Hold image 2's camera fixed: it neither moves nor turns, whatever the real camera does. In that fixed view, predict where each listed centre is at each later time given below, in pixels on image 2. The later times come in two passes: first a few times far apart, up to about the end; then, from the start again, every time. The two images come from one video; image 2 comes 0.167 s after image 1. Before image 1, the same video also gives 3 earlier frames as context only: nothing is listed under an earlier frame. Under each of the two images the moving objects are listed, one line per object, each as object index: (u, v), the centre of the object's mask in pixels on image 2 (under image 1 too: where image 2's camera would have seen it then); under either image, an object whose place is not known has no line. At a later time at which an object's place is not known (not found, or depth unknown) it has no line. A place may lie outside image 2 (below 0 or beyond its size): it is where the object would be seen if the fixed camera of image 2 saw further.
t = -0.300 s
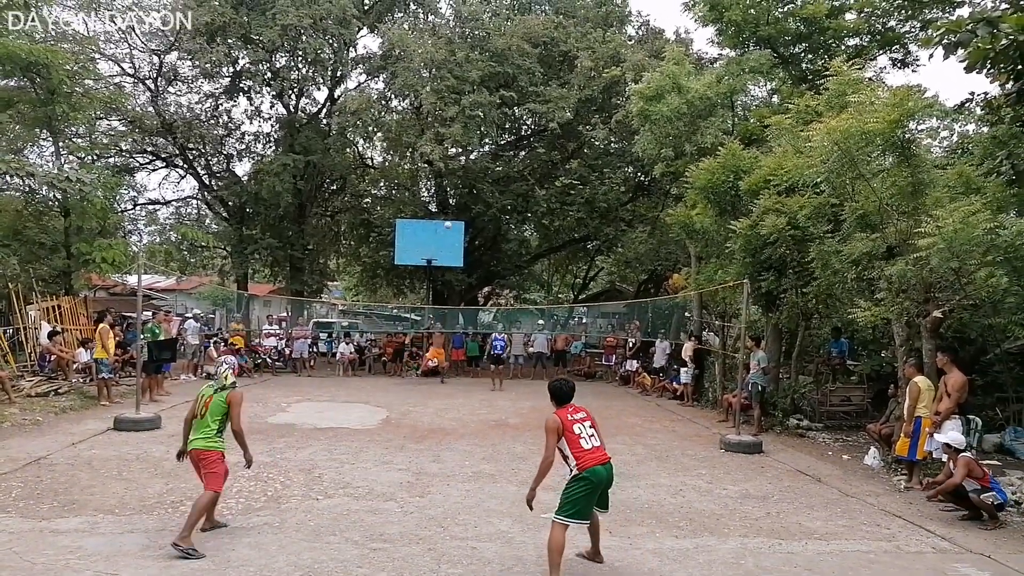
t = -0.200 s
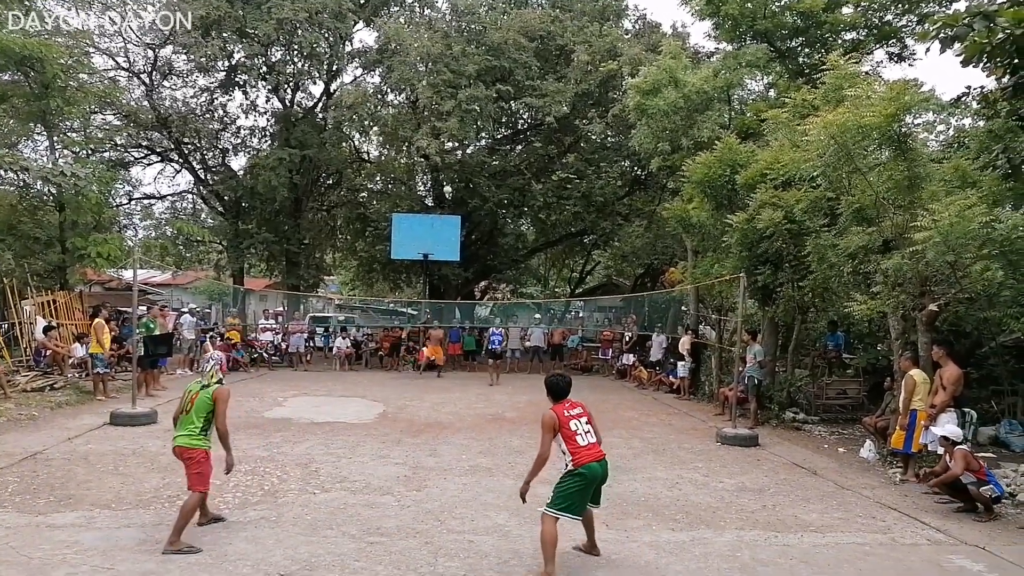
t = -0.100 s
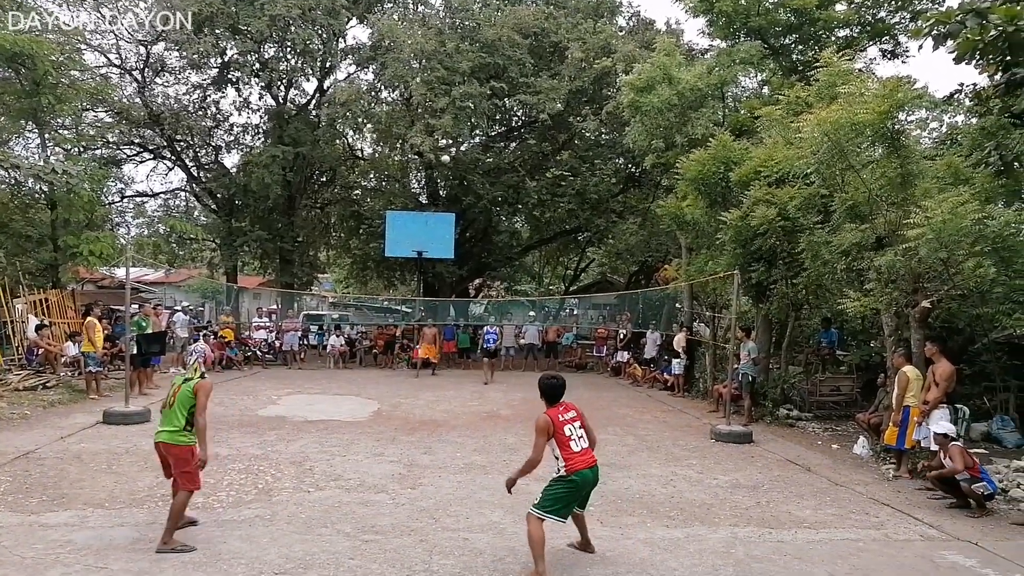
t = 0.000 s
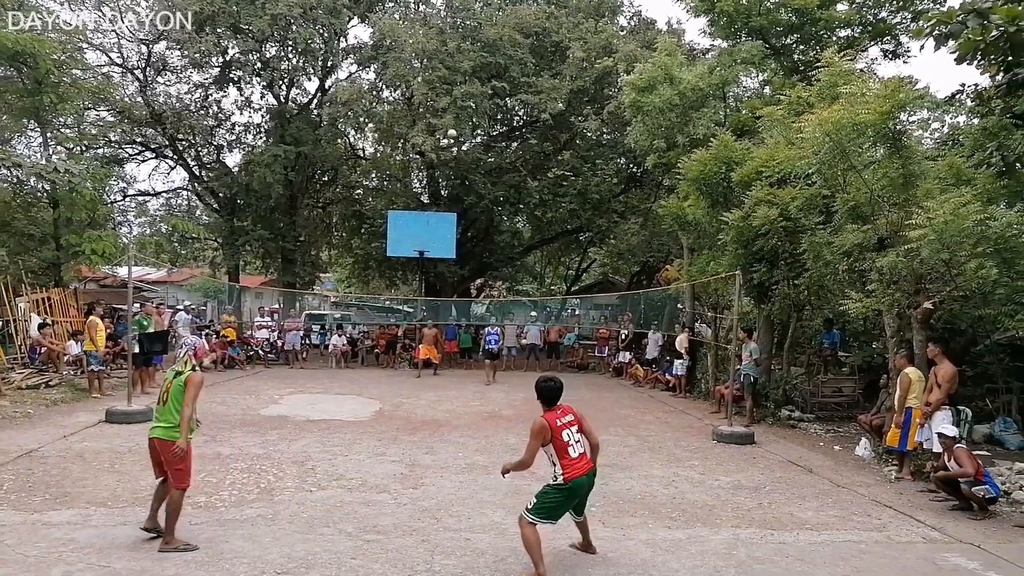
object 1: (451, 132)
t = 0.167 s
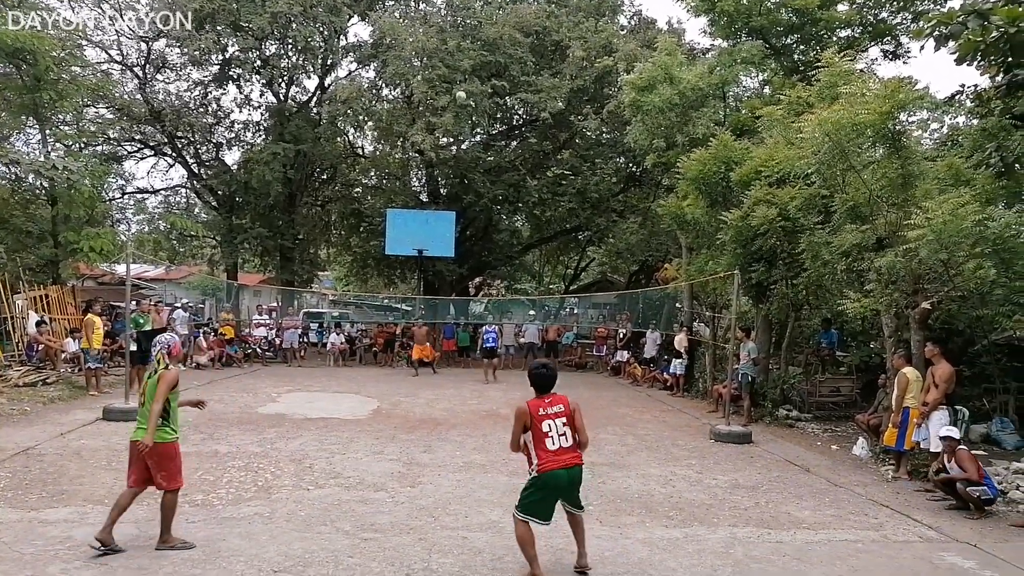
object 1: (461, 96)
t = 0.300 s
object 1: (470, 75)
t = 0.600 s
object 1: (500, 64)
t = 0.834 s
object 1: (539, 121)
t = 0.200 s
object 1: (463, 89)
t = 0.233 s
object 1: (465, 84)
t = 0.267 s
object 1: (467, 79)
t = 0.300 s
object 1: (470, 75)
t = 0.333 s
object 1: (472, 71)
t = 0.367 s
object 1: (475, 67)
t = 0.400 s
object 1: (478, 65)
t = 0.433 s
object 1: (481, 62)
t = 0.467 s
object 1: (485, 61)
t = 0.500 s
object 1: (488, 60)
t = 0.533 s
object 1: (492, 61)
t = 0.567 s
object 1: (496, 62)
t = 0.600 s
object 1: (500, 64)
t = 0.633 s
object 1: (505, 68)
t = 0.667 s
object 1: (510, 73)
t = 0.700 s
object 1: (515, 79)
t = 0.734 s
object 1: (520, 87)
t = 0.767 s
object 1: (526, 96)
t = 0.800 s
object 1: (532, 108)
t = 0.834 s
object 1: (539, 121)
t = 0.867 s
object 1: (546, 137)
